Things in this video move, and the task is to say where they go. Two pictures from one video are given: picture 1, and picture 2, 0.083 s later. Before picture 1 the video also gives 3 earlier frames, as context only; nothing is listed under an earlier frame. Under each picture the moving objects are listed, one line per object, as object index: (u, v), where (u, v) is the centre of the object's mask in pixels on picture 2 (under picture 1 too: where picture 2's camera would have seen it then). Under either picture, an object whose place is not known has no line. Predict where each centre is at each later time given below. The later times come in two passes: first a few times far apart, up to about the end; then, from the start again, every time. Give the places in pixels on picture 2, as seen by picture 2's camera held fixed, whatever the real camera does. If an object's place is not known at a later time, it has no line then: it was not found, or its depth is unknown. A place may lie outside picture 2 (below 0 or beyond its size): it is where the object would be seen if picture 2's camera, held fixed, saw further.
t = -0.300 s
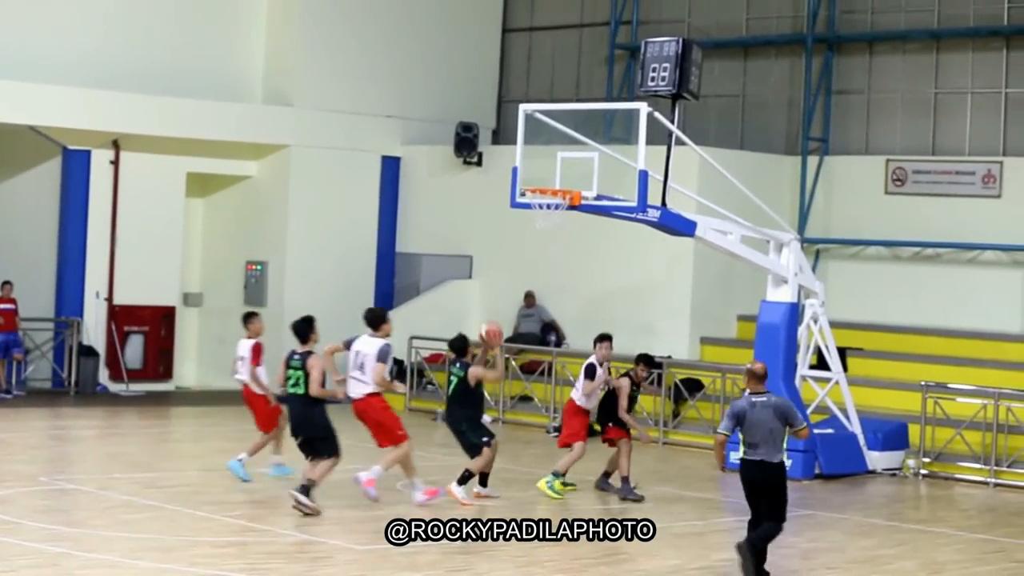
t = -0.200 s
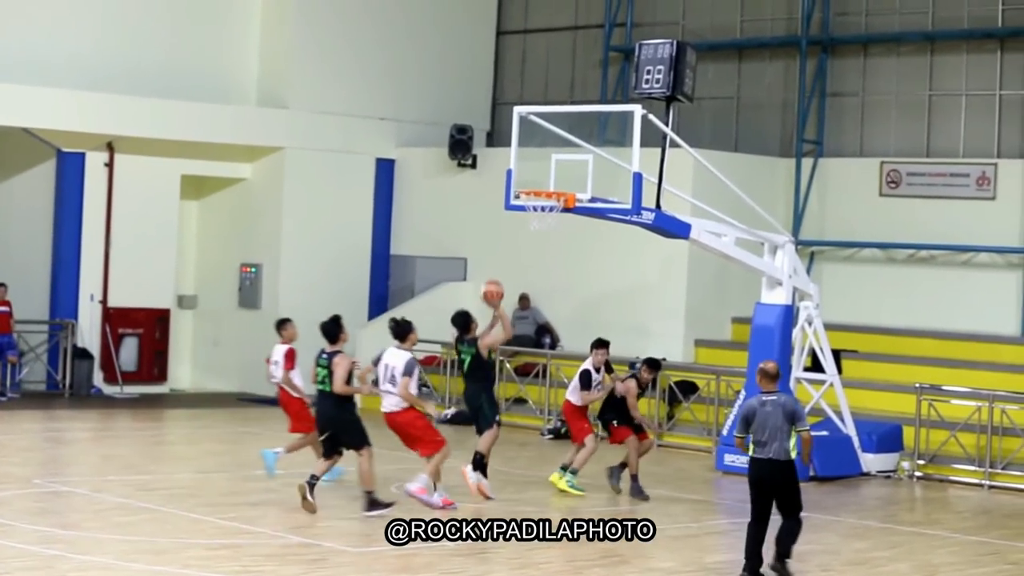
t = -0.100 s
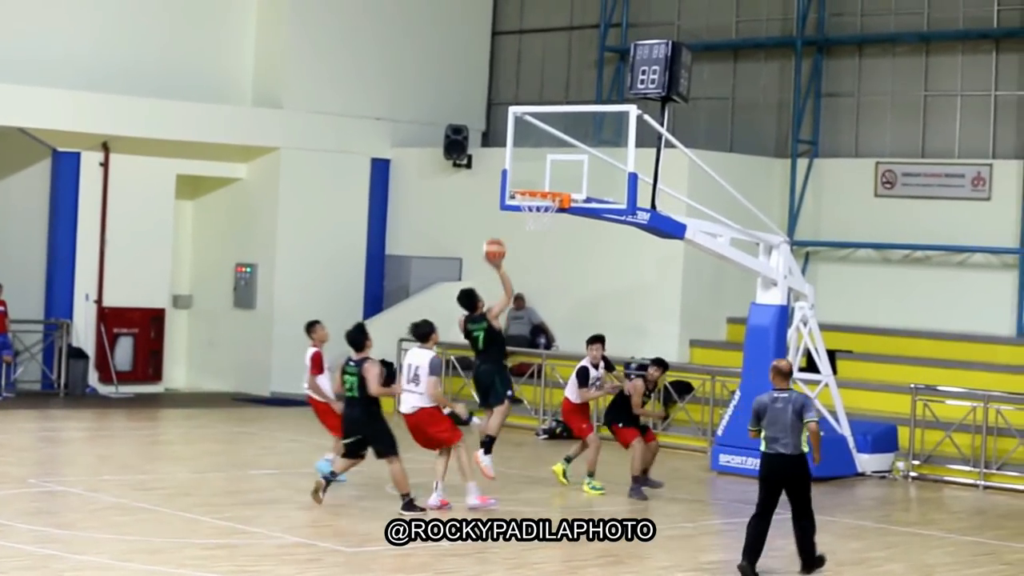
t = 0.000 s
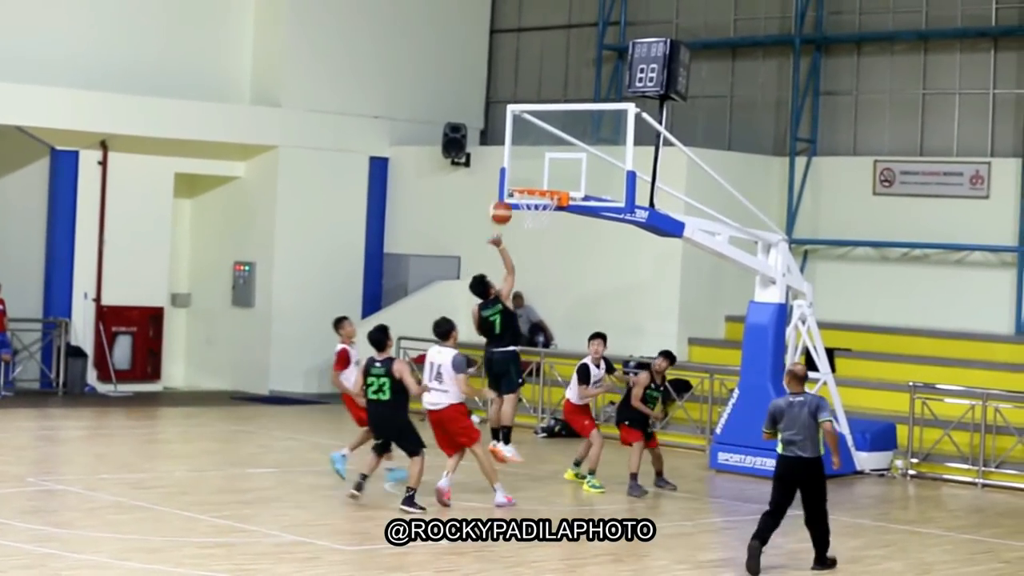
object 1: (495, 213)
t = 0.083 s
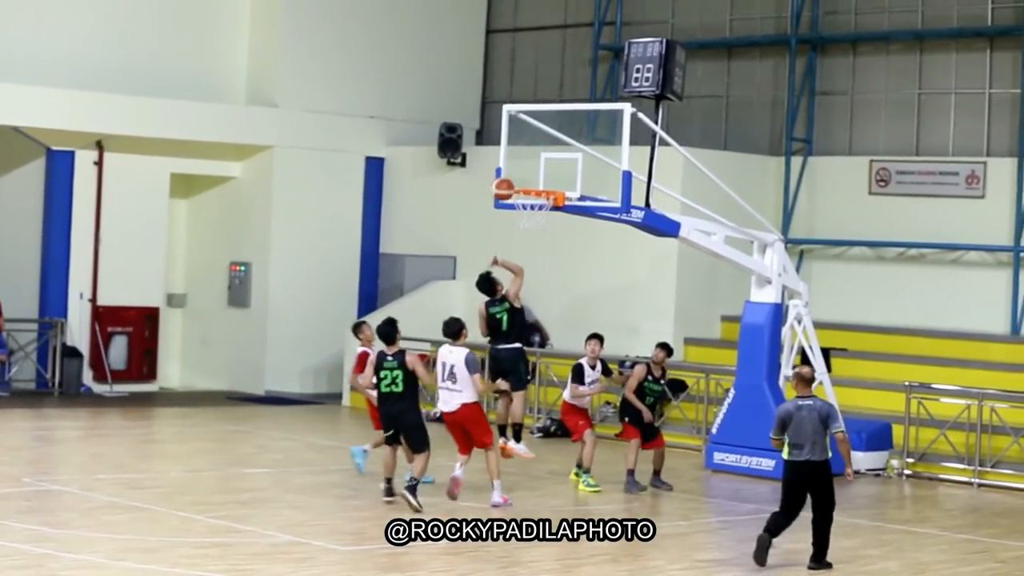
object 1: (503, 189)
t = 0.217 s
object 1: (512, 167)
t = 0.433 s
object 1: (524, 167)
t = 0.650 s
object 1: (532, 204)
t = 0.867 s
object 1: (537, 251)
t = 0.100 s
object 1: (504, 185)
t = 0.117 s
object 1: (505, 182)
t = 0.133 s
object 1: (507, 179)
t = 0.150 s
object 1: (508, 176)
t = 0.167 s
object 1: (509, 173)
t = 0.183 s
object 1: (510, 171)
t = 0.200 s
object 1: (511, 169)
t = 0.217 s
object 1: (512, 167)
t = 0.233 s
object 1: (513, 166)
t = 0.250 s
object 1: (514, 164)
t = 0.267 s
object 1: (515, 163)
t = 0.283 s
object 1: (516, 162)
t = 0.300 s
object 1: (517, 162)
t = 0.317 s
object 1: (518, 161)
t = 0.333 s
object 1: (519, 161)
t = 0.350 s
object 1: (520, 161)
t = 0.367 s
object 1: (521, 162)
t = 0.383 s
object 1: (522, 163)
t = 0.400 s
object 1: (523, 165)
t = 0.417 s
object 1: (523, 166)
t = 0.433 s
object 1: (524, 167)
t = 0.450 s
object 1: (525, 169)
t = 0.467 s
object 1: (526, 171)
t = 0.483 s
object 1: (526, 174)
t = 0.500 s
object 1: (527, 176)
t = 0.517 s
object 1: (528, 180)
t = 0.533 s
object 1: (529, 181)
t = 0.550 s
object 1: (530, 183)
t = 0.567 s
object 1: (532, 190)
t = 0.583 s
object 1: (531, 193)
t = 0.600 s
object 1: (531, 196)
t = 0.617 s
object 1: (532, 201)
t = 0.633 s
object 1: (532, 203)
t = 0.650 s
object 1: (532, 204)
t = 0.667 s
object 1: (534, 208)
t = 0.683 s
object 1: (534, 212)
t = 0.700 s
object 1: (535, 216)
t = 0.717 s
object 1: (536, 220)
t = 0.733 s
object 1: (536, 222)
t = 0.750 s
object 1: (536, 225)
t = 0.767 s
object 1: (537, 228)
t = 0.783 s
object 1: (536, 231)
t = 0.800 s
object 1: (537, 235)
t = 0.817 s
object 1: (537, 238)
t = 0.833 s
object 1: (537, 242)
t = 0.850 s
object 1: (537, 247)
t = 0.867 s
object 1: (537, 251)
